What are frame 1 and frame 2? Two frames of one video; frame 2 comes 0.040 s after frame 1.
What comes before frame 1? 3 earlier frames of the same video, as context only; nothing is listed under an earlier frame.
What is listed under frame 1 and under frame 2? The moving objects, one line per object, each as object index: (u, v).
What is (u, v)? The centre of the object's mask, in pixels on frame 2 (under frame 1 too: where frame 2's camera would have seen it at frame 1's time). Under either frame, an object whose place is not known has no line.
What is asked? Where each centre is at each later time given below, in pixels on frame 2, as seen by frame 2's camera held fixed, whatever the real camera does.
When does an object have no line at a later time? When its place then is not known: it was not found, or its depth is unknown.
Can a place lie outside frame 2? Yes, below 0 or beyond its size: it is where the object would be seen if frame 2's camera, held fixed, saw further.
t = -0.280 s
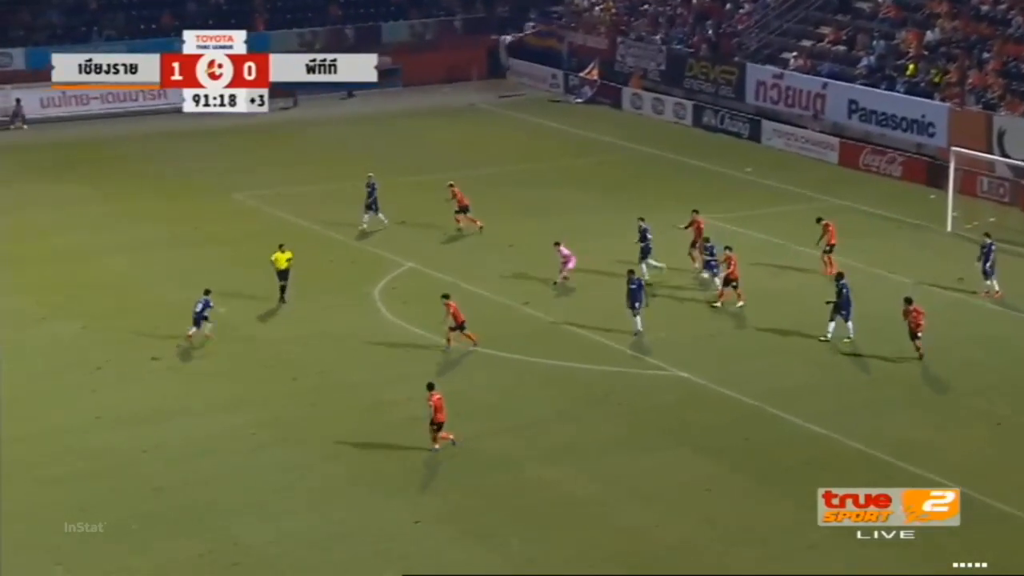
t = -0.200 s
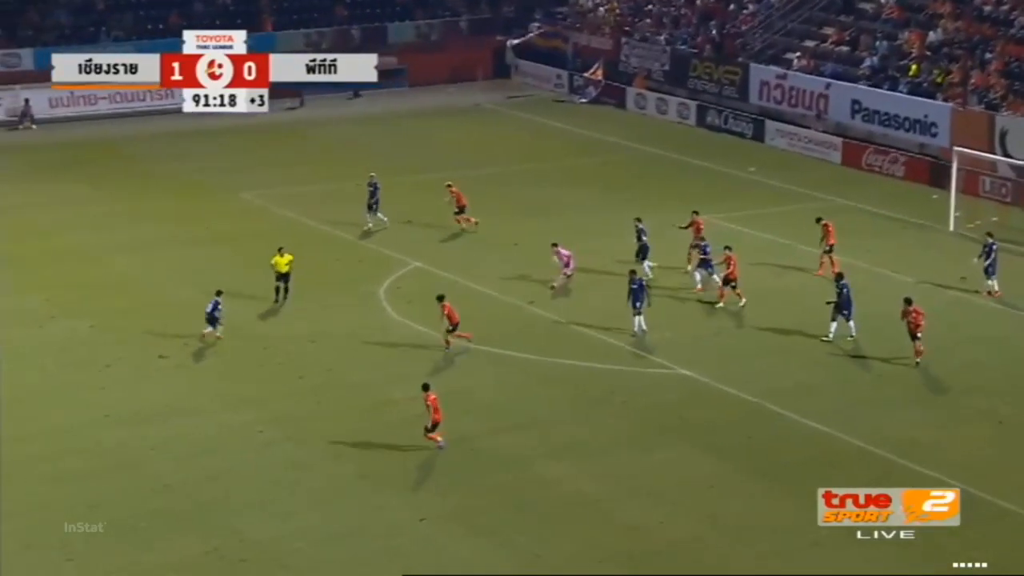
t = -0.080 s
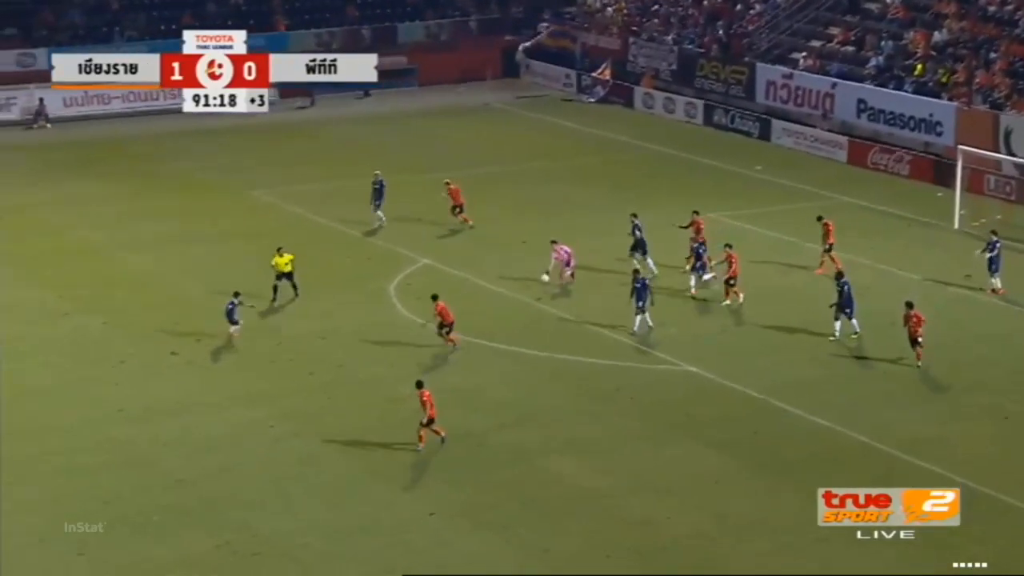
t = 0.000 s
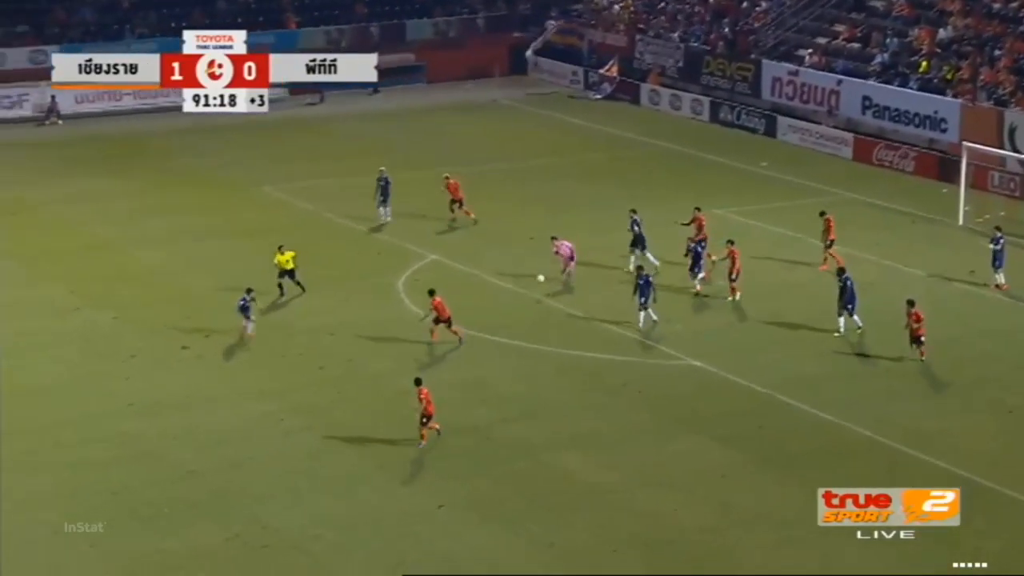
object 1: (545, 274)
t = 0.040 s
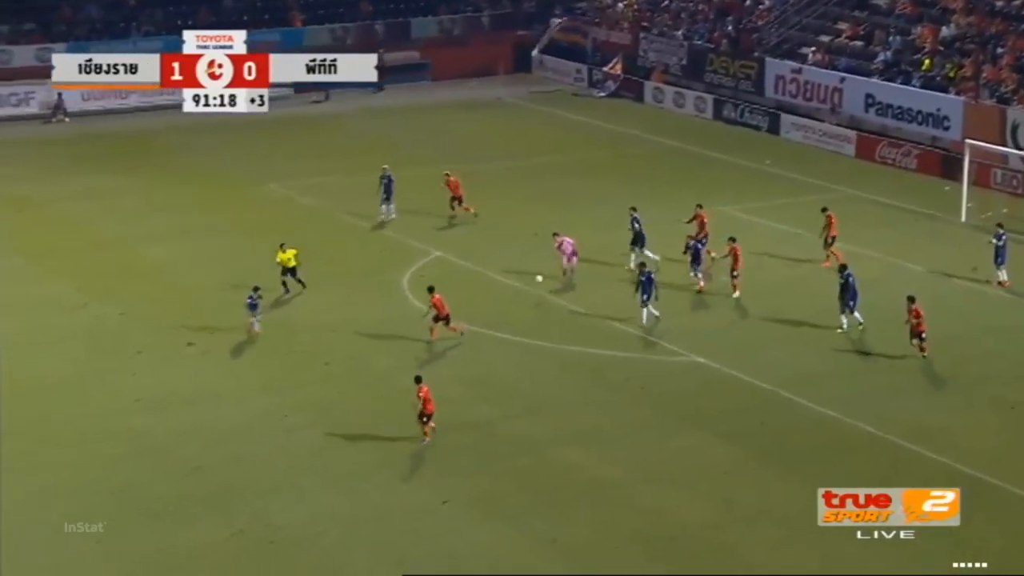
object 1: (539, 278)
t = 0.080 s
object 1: (533, 282)
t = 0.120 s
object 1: (527, 287)
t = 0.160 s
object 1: (521, 292)
